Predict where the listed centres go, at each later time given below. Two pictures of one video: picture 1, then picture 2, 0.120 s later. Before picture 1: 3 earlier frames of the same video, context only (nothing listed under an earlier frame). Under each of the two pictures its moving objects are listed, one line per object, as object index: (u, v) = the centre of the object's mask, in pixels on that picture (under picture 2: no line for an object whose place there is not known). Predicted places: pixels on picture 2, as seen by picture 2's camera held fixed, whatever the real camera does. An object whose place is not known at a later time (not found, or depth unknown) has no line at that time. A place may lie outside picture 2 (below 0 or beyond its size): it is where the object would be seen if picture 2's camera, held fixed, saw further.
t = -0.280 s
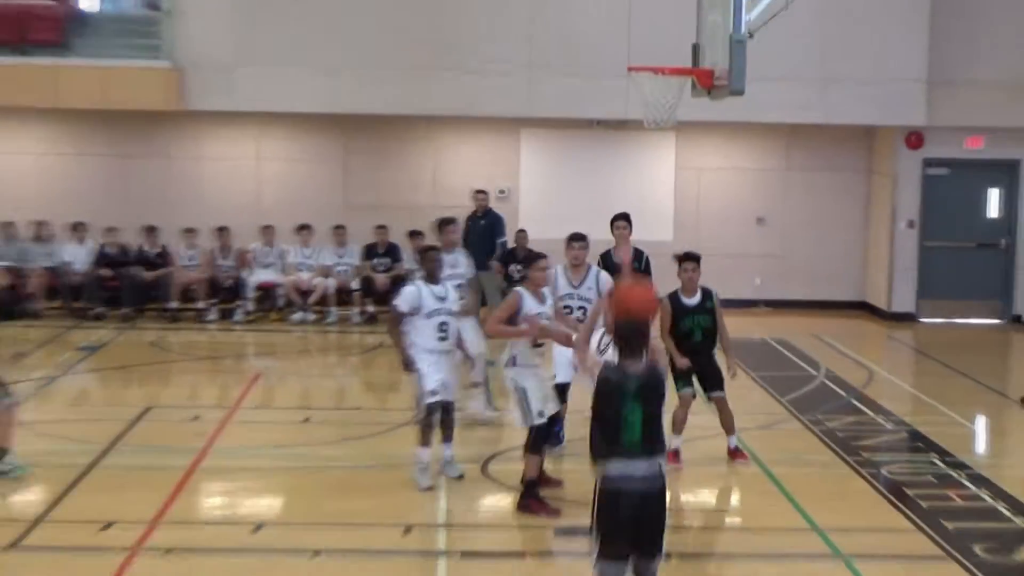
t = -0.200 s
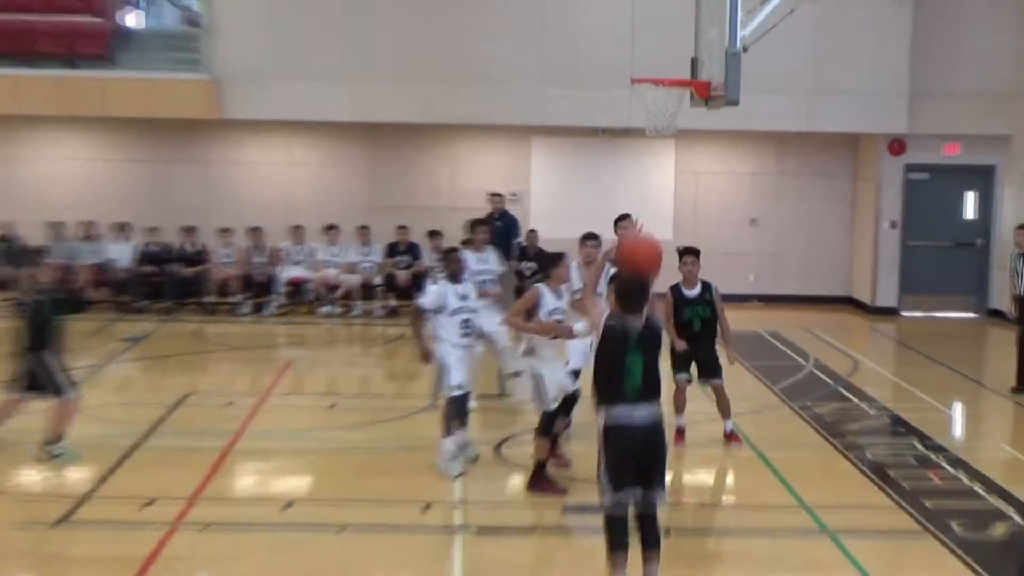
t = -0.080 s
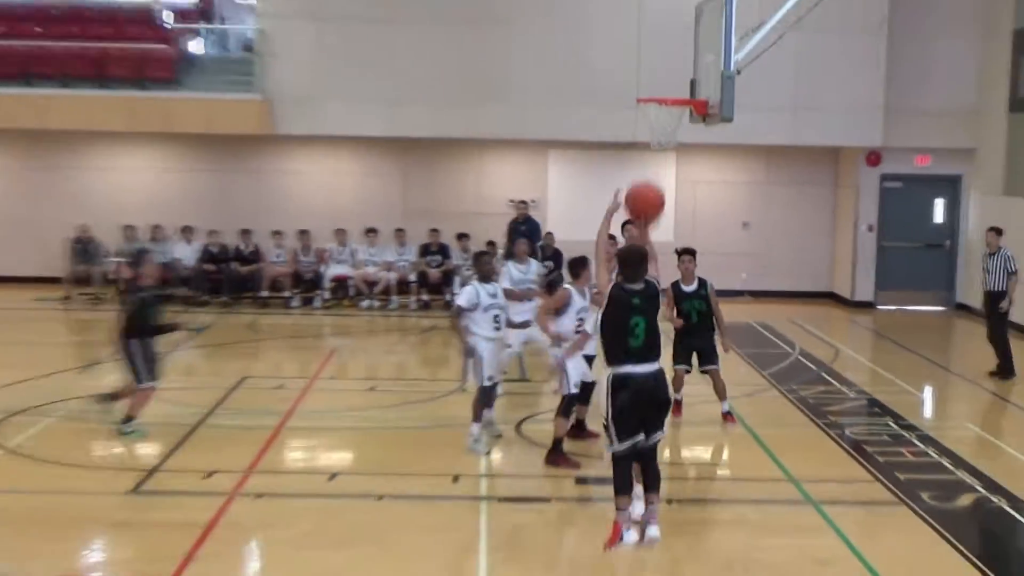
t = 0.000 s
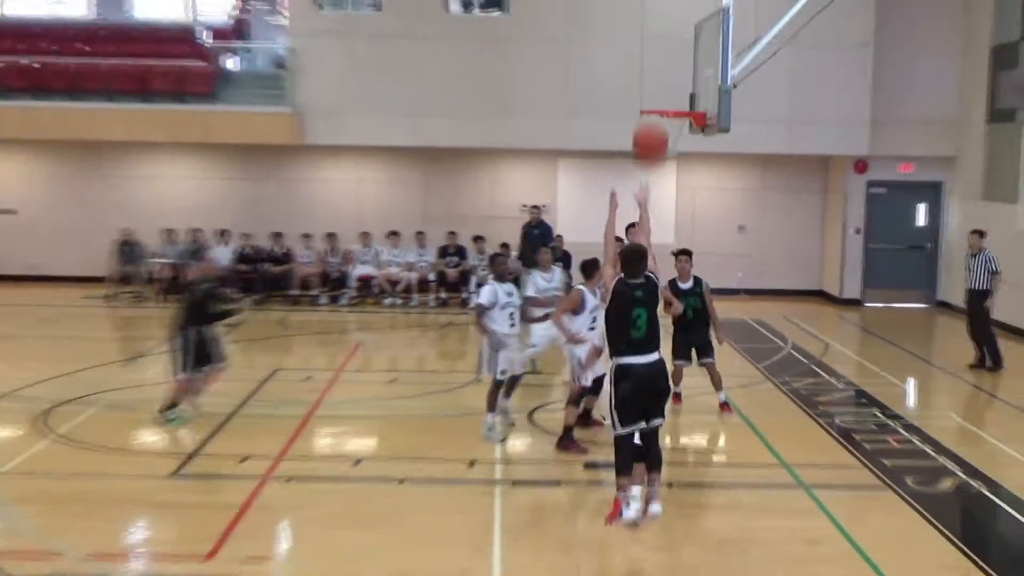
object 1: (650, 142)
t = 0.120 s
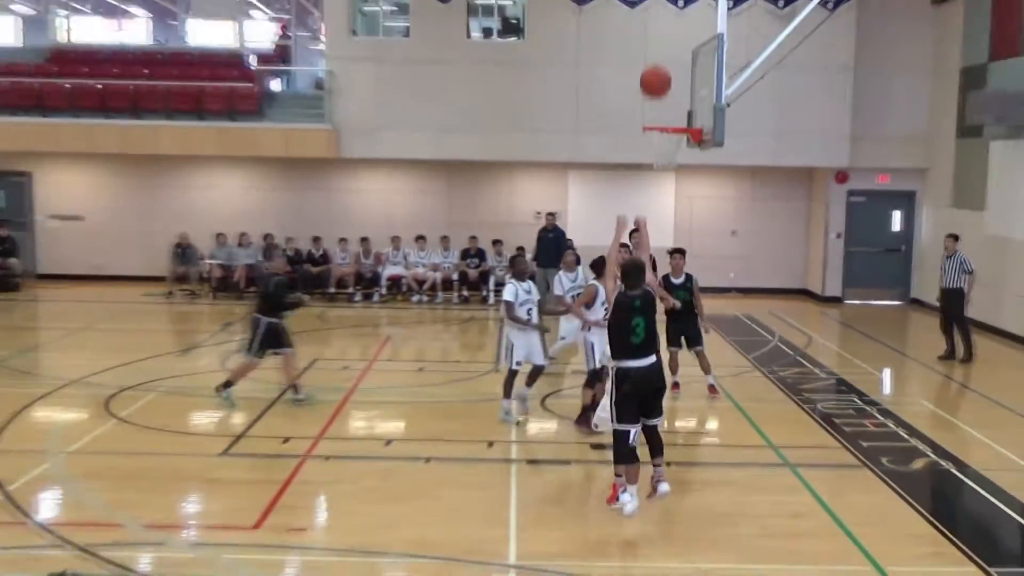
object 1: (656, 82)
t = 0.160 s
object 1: (657, 65)
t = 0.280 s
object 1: (661, 23)
